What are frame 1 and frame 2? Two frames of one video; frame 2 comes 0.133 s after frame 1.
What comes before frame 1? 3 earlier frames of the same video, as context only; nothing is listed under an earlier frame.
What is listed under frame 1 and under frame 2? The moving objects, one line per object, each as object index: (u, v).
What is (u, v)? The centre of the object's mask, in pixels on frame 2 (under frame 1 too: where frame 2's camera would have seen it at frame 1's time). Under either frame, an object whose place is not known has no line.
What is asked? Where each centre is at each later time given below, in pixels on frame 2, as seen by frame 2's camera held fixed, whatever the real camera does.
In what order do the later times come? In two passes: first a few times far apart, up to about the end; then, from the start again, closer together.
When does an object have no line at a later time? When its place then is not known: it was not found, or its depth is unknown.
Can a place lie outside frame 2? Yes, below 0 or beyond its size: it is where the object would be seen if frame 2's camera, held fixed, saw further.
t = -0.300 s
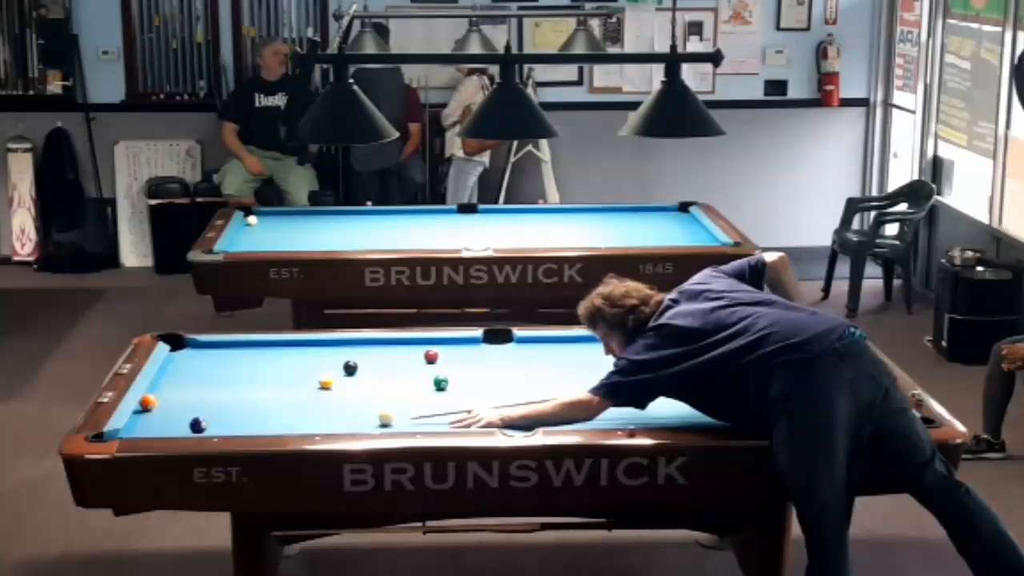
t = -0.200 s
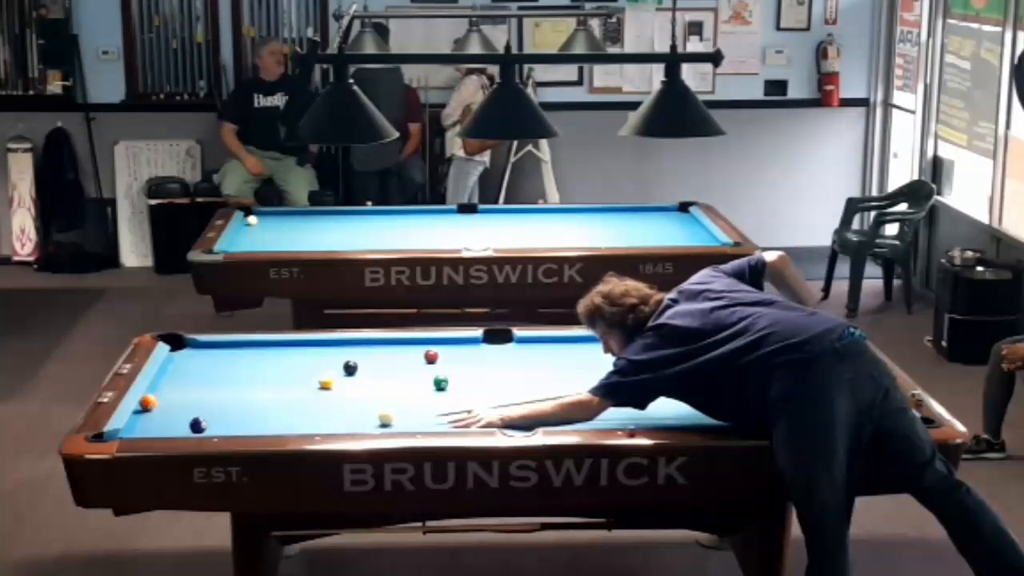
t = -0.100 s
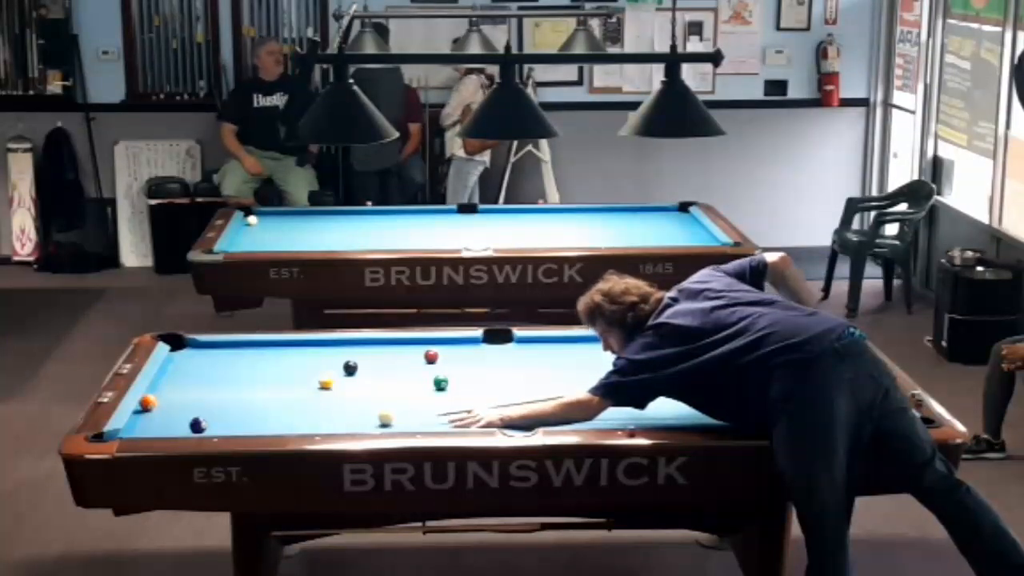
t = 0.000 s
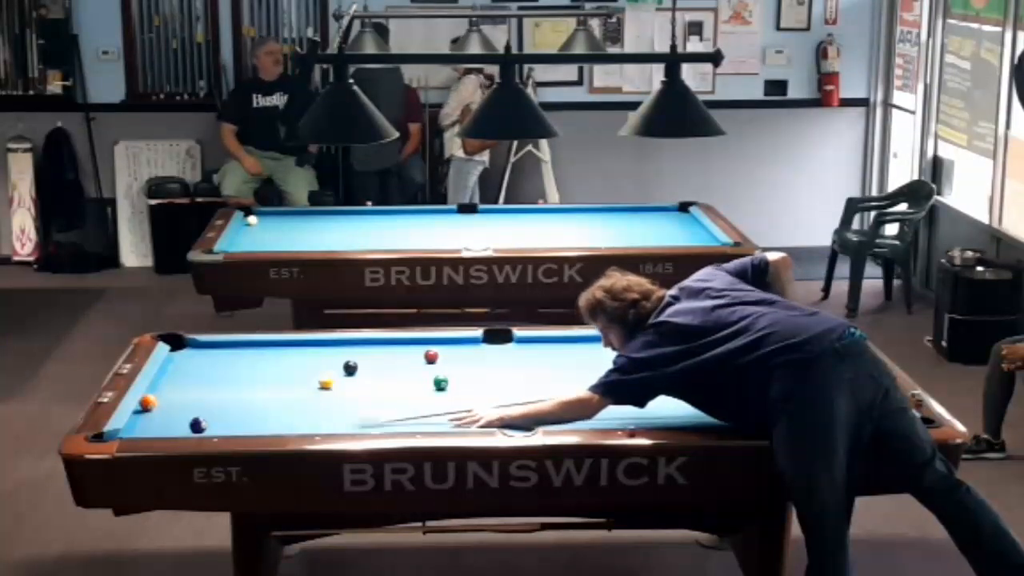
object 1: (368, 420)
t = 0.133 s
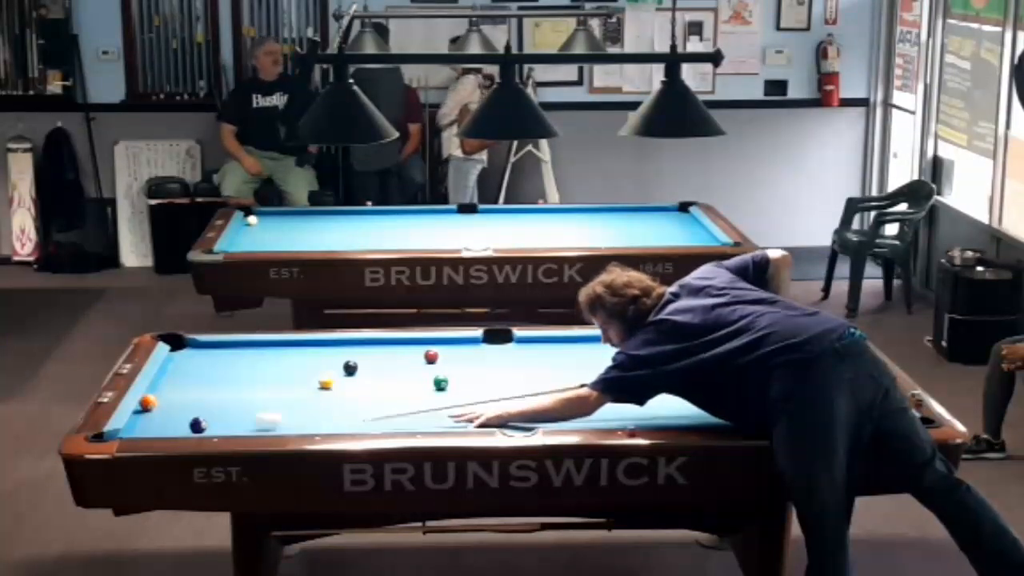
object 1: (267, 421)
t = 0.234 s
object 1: (214, 422)
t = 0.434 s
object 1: (210, 416)
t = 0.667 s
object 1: (208, 409)
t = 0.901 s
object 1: (205, 403)
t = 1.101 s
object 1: (203, 399)
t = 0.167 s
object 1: (247, 421)
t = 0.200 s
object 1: (227, 420)
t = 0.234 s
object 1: (214, 422)
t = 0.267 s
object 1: (212, 421)
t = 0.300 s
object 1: (211, 420)
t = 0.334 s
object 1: (211, 419)
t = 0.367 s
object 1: (211, 418)
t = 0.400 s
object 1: (210, 417)
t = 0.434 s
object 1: (210, 416)
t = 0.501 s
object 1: (210, 415)
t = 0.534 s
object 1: (209, 413)
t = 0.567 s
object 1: (209, 412)
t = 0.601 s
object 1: (208, 411)
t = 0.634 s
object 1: (208, 410)
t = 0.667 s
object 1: (208, 409)
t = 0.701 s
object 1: (207, 408)
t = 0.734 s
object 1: (207, 407)
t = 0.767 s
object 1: (206, 406)
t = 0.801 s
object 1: (206, 406)
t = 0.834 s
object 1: (206, 405)
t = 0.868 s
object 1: (205, 404)
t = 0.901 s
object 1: (205, 403)
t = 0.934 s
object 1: (205, 403)
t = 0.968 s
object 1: (205, 402)
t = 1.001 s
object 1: (204, 401)
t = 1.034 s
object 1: (203, 400)
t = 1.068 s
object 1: (203, 399)
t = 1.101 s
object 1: (203, 399)
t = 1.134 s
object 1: (202, 398)
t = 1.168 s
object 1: (202, 397)
